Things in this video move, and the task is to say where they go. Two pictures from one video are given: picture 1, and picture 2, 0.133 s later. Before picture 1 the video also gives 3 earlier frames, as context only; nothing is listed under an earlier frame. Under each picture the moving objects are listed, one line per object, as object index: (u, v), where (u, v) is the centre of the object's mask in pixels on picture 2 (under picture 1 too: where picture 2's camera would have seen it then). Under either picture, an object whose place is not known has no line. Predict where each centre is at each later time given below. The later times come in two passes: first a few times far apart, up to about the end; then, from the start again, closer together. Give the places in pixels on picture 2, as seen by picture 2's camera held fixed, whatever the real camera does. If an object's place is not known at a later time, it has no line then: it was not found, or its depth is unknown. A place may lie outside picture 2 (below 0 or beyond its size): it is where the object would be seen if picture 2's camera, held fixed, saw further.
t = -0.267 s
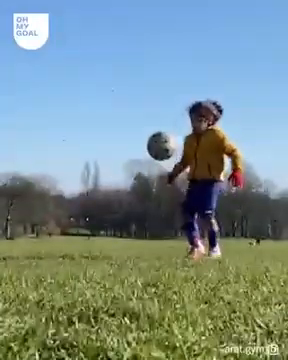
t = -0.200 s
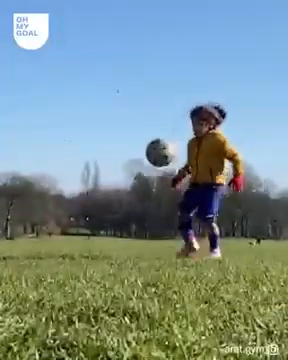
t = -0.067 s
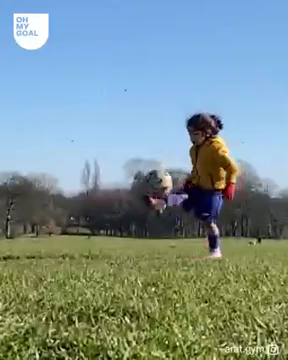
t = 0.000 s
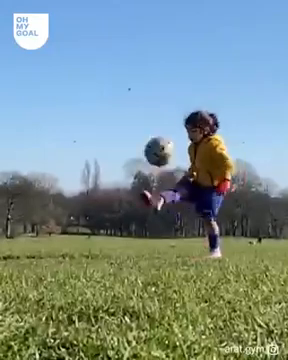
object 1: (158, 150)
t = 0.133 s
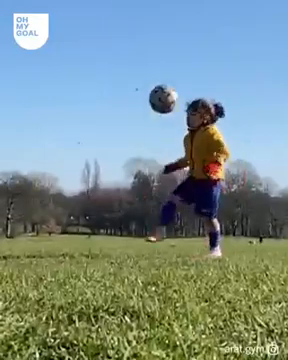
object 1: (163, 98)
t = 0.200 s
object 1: (164, 81)
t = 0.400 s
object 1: (169, 69)
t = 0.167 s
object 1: (164, 89)
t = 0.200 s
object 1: (164, 81)
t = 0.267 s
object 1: (166, 71)
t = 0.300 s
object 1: (167, 68)
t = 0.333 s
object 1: (167, 67)
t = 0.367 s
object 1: (168, 67)
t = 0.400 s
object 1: (169, 69)
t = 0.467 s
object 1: (170, 76)
